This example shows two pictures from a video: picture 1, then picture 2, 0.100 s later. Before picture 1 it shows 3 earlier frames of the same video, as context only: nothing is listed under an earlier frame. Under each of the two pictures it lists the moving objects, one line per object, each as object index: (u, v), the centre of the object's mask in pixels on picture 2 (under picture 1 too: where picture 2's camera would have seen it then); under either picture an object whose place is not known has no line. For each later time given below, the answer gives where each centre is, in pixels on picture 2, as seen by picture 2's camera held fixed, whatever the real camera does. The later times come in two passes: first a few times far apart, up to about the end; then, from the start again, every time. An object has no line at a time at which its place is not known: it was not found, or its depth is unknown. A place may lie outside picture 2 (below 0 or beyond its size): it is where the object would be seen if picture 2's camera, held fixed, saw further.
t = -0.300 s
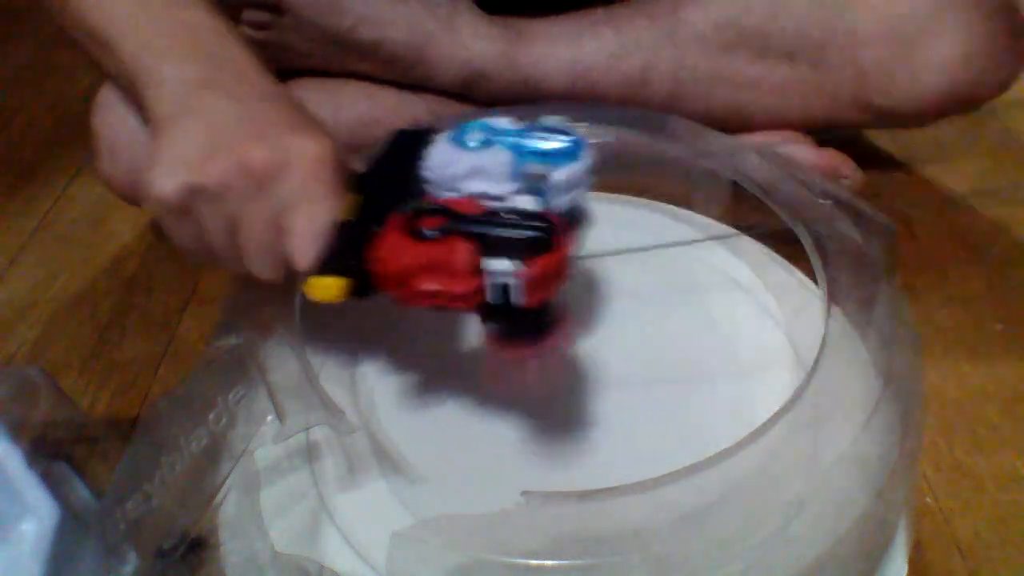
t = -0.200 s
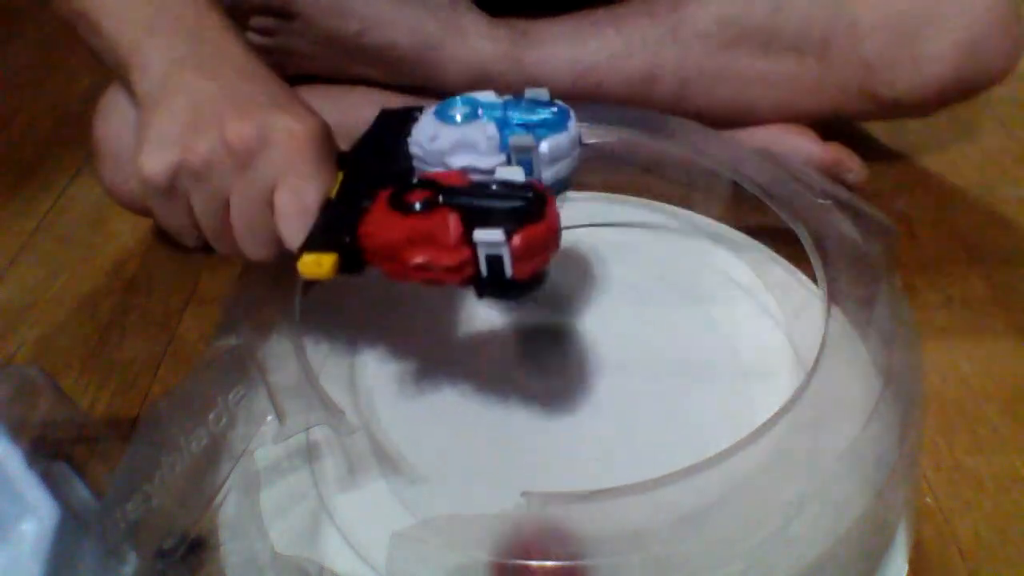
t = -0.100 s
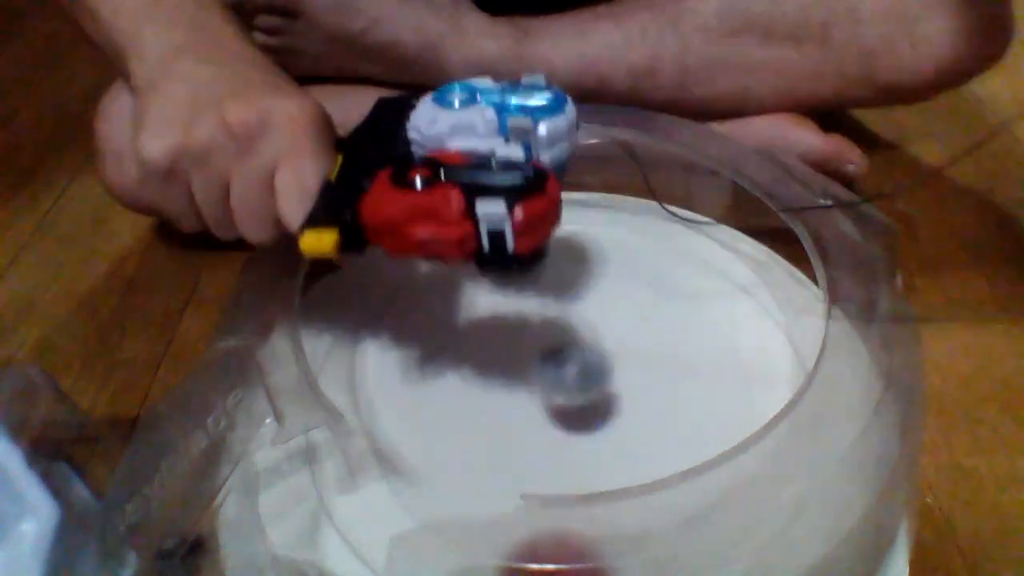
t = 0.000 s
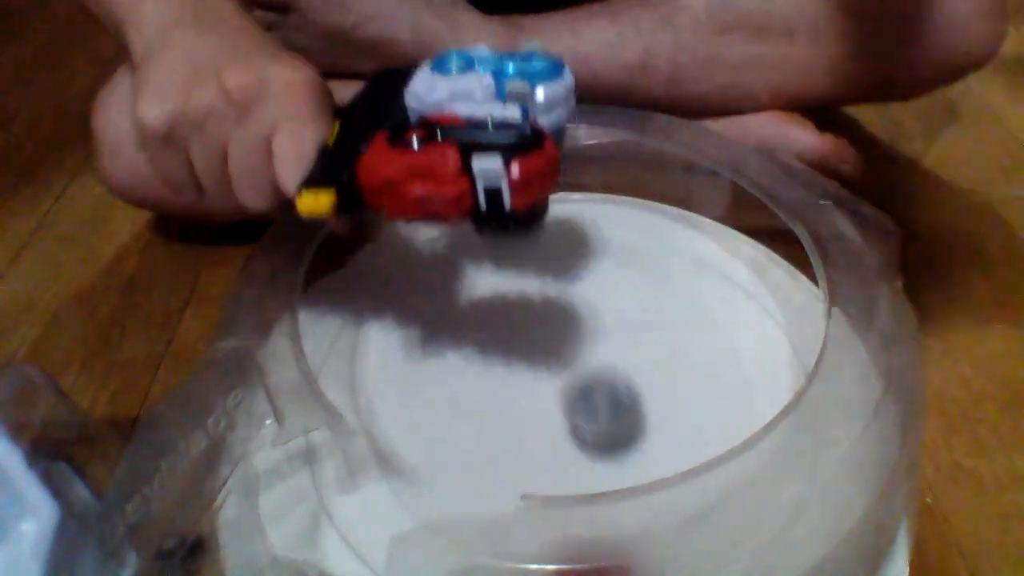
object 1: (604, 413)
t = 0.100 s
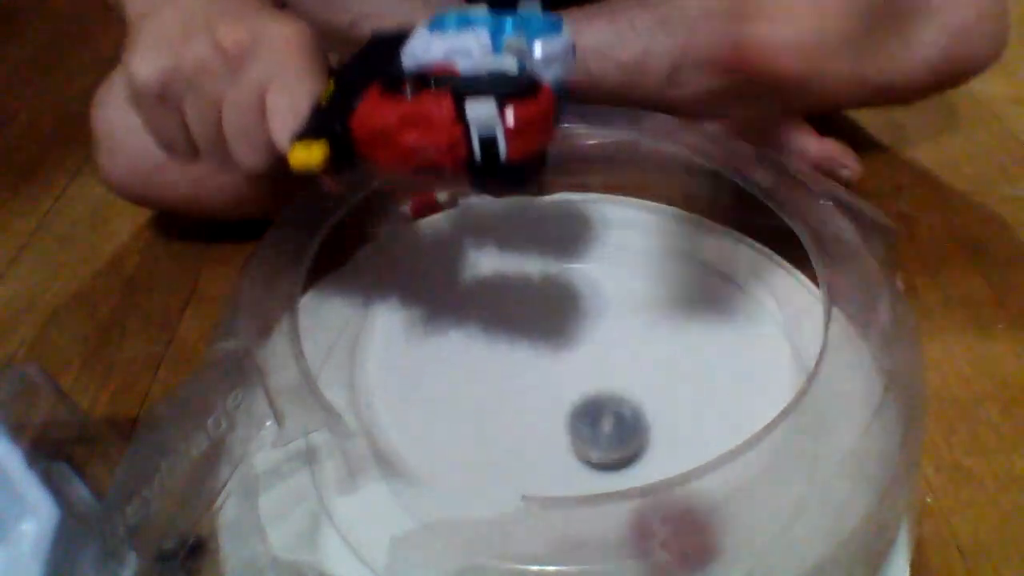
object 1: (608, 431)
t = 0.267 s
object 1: (561, 431)
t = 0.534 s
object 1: (562, 353)
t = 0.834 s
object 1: (647, 430)
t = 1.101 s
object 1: (463, 432)
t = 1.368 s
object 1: (514, 275)
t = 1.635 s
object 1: (713, 322)
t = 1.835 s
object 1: (679, 508)
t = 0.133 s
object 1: (603, 436)
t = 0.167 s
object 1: (596, 436)
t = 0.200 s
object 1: (587, 435)
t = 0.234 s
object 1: (575, 434)
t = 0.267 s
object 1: (561, 431)
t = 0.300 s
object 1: (549, 424)
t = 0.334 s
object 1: (541, 415)
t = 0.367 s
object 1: (536, 405)
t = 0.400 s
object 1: (534, 394)
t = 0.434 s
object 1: (536, 382)
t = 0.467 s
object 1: (542, 370)
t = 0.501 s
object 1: (551, 361)
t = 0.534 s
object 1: (562, 353)
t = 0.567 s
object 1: (576, 350)
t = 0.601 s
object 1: (590, 348)
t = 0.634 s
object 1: (606, 350)
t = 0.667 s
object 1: (621, 356)
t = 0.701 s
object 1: (634, 365)
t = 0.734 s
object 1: (644, 377)
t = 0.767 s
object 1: (651, 394)
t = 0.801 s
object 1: (652, 410)
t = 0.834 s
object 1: (647, 430)
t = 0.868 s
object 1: (635, 446)
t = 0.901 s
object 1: (617, 461)
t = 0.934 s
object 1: (593, 470)
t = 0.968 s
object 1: (563, 470)
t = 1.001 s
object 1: (535, 471)
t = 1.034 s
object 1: (506, 464)
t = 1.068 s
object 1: (482, 450)
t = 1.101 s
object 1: (463, 432)
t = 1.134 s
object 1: (449, 411)
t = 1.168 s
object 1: (443, 388)
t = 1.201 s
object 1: (442, 365)
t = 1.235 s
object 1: (447, 343)
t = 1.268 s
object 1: (458, 322)
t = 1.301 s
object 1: (472, 303)
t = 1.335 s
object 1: (491, 288)
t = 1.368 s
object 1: (514, 275)
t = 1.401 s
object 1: (537, 266)
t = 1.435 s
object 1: (564, 261)
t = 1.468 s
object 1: (591, 259)
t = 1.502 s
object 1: (619, 260)
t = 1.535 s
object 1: (643, 267)
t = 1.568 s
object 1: (669, 281)
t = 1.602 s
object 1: (693, 300)
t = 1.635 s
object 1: (713, 322)
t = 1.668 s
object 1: (728, 347)
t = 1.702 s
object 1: (738, 375)
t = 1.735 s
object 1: (738, 406)
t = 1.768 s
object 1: (731, 441)
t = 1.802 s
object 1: (711, 476)
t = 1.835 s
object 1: (679, 508)
